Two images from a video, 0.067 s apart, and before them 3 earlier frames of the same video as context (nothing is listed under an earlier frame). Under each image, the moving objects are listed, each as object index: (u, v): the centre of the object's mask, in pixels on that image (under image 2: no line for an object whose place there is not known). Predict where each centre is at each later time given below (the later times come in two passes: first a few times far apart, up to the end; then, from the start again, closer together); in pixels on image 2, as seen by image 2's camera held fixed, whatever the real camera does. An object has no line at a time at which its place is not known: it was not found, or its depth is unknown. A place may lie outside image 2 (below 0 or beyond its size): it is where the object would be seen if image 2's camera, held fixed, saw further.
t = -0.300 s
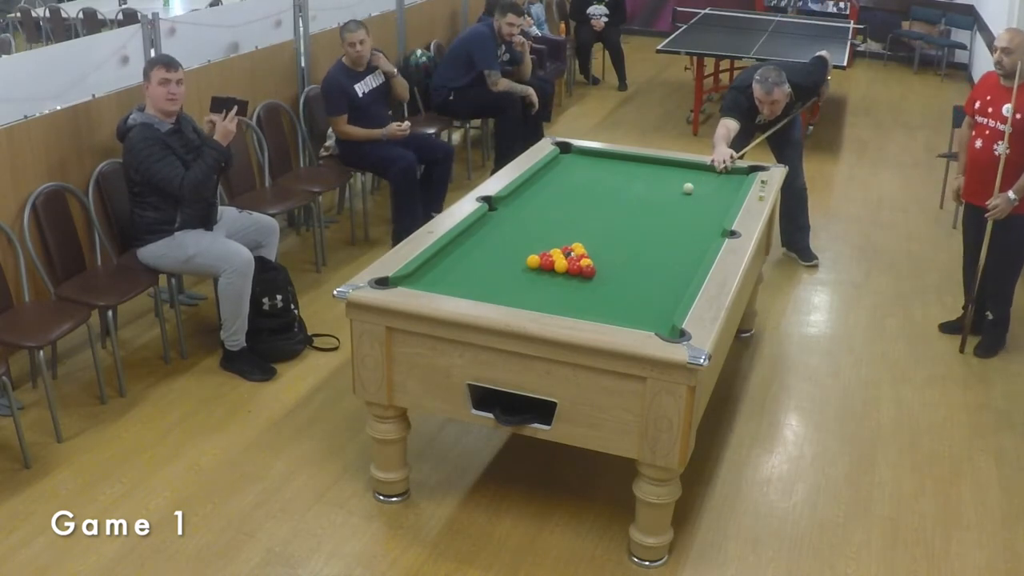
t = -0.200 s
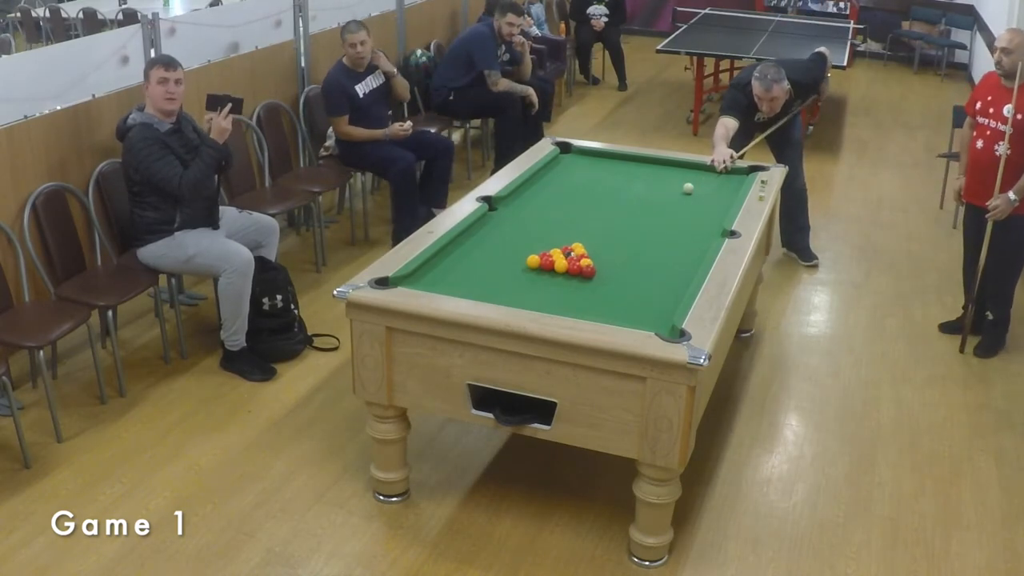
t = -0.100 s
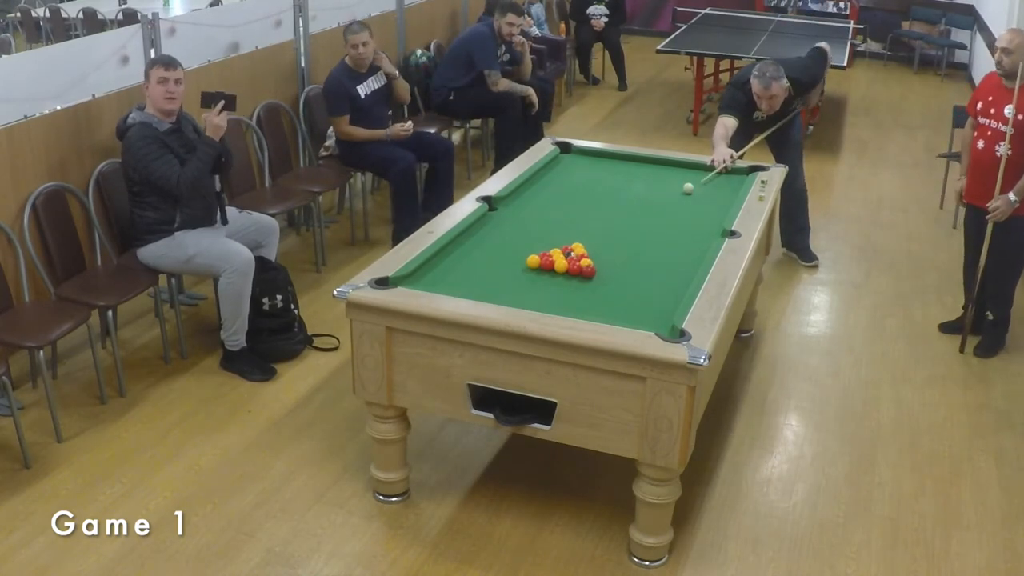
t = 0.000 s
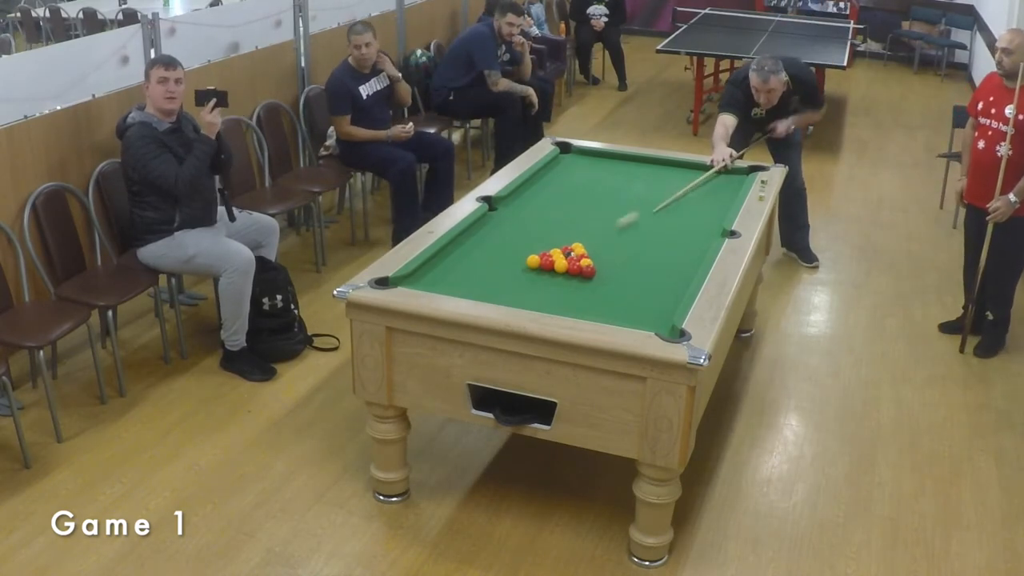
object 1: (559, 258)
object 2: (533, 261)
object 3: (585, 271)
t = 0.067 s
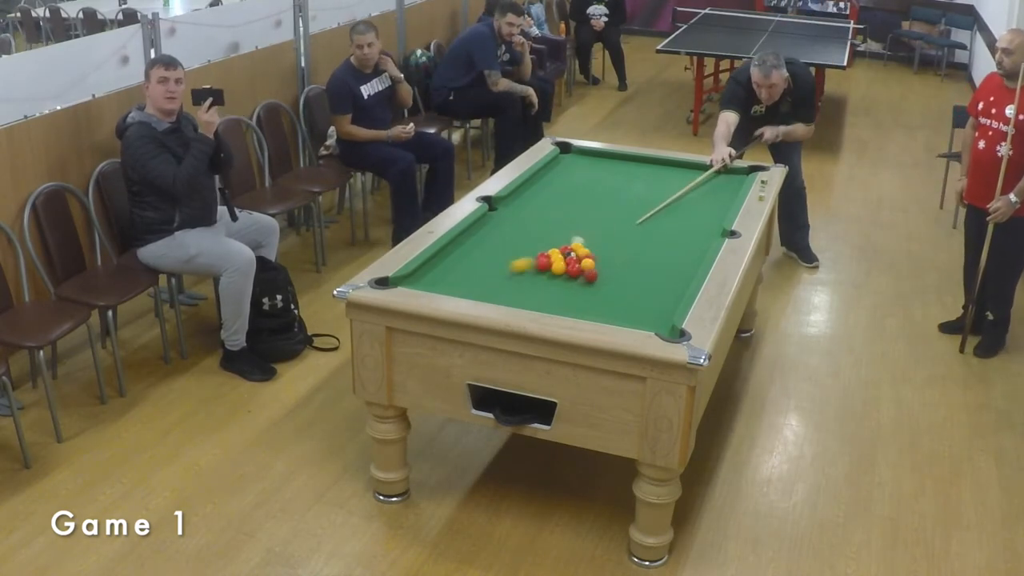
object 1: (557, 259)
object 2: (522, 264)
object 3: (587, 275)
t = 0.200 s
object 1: (549, 262)
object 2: (438, 280)
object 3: (608, 310)
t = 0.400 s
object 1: (539, 263)
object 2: (474, 243)
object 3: (658, 300)
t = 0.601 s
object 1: (529, 265)
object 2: (533, 220)
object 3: (676, 278)
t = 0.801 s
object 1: (520, 266)
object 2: (585, 200)
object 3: (669, 255)
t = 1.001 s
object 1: (512, 267)
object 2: (630, 182)
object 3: (662, 236)
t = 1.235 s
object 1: (503, 269)
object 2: (676, 164)
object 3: (656, 216)
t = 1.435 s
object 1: (497, 270)
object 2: (701, 182)
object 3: (651, 200)
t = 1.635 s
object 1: (491, 271)
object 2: (727, 200)
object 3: (646, 187)
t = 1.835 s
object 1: (487, 272)
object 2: (698, 211)
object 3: (642, 175)
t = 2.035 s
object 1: (483, 272)
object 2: (664, 221)
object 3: (638, 163)
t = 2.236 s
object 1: (481, 273)
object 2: (643, 230)
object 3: (623, 161)
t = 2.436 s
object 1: (479, 273)
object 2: (635, 237)
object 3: (602, 166)
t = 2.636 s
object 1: (479, 273)
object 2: (626, 244)
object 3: (580, 170)
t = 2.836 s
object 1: (479, 273)
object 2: (618, 252)
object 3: (559, 175)
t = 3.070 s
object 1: (479, 274)
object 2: (608, 261)
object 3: (533, 180)
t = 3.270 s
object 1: (479, 273)
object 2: (599, 268)
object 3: (533, 186)
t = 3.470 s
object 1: (479, 273)
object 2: (591, 275)
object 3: (536, 193)
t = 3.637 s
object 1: (479, 273)
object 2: (583, 281)
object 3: (537, 198)
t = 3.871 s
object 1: (479, 273)
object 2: (573, 289)
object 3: (535, 206)
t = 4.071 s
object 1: (479, 273)
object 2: (565, 296)
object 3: (533, 211)
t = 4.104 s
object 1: (479, 273)
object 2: (564, 297)
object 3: (533, 213)
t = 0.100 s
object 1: (555, 260)
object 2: (495, 272)
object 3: (595, 284)
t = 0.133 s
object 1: (553, 261)
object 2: (469, 280)
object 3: (599, 292)
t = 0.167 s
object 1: (551, 262)
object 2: (443, 285)
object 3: (604, 301)
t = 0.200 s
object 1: (549, 262)
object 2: (438, 280)
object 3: (608, 310)
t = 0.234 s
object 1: (547, 262)
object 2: (438, 271)
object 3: (613, 316)
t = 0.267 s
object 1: (546, 262)
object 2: (438, 263)
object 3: (622, 315)
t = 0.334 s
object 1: (542, 263)
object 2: (451, 251)
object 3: (641, 307)
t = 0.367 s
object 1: (540, 263)
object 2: (462, 247)
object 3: (649, 304)
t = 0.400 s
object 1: (539, 263)
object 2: (474, 243)
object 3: (658, 300)
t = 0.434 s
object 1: (537, 264)
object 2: (484, 239)
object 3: (666, 297)
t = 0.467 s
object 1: (535, 264)
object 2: (494, 235)
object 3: (673, 293)
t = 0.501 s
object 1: (533, 264)
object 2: (504, 231)
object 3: (680, 290)
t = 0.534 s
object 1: (532, 264)
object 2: (514, 227)
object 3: (679, 286)
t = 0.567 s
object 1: (530, 265)
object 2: (524, 223)
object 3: (678, 282)
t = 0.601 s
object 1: (529, 265)
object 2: (533, 220)
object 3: (676, 278)
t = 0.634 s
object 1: (527, 265)
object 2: (542, 216)
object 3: (675, 274)
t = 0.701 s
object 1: (524, 265)
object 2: (560, 210)
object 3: (673, 266)
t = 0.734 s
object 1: (523, 266)
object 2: (568, 206)
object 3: (671, 262)
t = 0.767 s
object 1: (521, 266)
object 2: (577, 203)
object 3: (670, 259)
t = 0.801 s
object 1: (520, 266)
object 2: (585, 200)
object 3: (669, 255)
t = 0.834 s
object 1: (519, 266)
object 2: (593, 197)
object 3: (668, 251)
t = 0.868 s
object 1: (517, 267)
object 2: (601, 194)
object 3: (667, 249)
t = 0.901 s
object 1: (516, 267)
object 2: (608, 191)
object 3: (666, 245)
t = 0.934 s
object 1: (514, 267)
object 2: (616, 188)
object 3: (665, 242)
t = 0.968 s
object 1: (513, 267)
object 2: (623, 185)
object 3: (664, 239)
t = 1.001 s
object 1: (512, 267)
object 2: (630, 182)
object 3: (662, 236)
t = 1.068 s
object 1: (509, 268)
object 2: (644, 177)
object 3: (661, 230)
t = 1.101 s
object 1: (508, 268)
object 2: (651, 174)
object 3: (660, 227)
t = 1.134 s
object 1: (507, 268)
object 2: (657, 172)
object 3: (659, 224)
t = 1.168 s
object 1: (505, 268)
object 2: (663, 169)
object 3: (658, 221)
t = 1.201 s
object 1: (504, 269)
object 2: (670, 167)
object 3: (657, 218)
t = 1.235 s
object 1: (503, 269)
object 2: (676, 164)
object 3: (656, 216)
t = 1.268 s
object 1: (502, 269)
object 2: (680, 164)
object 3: (655, 213)
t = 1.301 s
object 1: (501, 269)
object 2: (684, 168)
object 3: (654, 211)
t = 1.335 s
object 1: (500, 269)
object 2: (688, 172)
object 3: (653, 208)
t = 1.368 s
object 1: (499, 269)
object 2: (693, 175)
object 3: (653, 205)
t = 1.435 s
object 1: (497, 270)
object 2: (701, 182)
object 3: (651, 200)
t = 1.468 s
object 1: (496, 270)
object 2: (705, 184)
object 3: (650, 198)
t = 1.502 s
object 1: (495, 270)
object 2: (709, 187)
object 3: (649, 196)
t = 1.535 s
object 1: (494, 270)
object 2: (713, 190)
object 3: (649, 193)
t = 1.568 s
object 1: (493, 271)
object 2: (718, 193)
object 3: (648, 191)
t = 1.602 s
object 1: (492, 271)
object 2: (723, 197)
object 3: (647, 189)
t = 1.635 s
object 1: (491, 271)
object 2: (727, 200)
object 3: (646, 187)
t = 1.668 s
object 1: (490, 271)
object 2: (727, 202)
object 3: (645, 185)
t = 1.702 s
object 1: (490, 271)
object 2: (721, 204)
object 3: (644, 183)
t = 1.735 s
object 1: (489, 271)
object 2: (715, 205)
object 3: (644, 180)
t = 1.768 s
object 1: (488, 271)
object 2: (710, 207)
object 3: (643, 178)
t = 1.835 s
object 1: (487, 272)
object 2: (698, 211)
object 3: (642, 175)
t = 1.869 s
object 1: (486, 272)
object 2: (693, 212)
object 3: (641, 172)
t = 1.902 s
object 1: (486, 272)
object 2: (687, 214)
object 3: (640, 171)
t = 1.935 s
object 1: (485, 272)
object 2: (681, 215)
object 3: (639, 169)
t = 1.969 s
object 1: (484, 272)
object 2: (676, 217)
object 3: (639, 166)
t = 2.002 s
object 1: (484, 272)
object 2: (670, 219)
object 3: (638, 165)
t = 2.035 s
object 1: (483, 272)
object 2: (664, 221)
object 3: (638, 163)
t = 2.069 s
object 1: (483, 272)
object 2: (658, 222)
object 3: (637, 161)
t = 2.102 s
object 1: (482, 272)
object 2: (652, 224)
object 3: (635, 159)
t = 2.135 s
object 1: (482, 272)
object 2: (646, 226)
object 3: (634, 159)
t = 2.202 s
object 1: (481, 273)
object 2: (644, 228)
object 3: (627, 160)
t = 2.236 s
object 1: (481, 273)
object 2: (643, 230)
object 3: (623, 161)
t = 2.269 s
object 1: (480, 273)
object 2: (642, 231)
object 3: (620, 162)
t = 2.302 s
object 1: (480, 273)
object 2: (640, 232)
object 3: (616, 162)
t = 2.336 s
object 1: (480, 273)
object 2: (639, 233)
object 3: (613, 163)
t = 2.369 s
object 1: (480, 273)
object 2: (638, 234)
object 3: (609, 164)
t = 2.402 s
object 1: (479, 273)
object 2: (636, 236)
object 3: (605, 165)
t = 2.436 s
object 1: (479, 273)
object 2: (635, 237)
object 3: (602, 166)
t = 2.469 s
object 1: (479, 273)
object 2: (634, 238)
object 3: (598, 167)
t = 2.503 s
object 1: (479, 273)
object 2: (632, 239)
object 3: (595, 168)
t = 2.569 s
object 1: (479, 273)
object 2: (629, 242)
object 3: (588, 169)
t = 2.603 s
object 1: (479, 273)
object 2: (628, 243)
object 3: (584, 170)
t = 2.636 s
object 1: (479, 273)
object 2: (626, 244)
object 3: (580, 170)
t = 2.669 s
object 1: (479, 273)
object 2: (625, 246)
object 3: (577, 171)
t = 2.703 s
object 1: (479, 273)
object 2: (624, 247)
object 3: (573, 172)
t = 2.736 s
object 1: (479, 273)
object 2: (622, 248)
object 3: (570, 172)
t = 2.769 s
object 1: (479, 273)
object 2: (621, 250)
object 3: (567, 173)
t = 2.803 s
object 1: (479, 273)
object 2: (619, 251)
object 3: (563, 174)
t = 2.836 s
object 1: (479, 273)
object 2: (618, 252)
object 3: (559, 175)
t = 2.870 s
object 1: (479, 274)
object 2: (616, 253)
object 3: (555, 176)
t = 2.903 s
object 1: (479, 273)
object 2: (615, 254)
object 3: (552, 176)
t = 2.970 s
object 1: (479, 273)
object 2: (612, 257)
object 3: (544, 178)
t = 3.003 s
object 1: (479, 273)
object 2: (611, 258)
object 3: (542, 178)
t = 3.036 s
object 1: (479, 273)
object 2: (609, 259)
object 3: (537, 179)
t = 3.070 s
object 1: (479, 274)
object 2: (608, 261)
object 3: (533, 180)
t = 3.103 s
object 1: (479, 273)
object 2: (606, 262)
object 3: (531, 181)
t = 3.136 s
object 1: (479, 274)
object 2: (605, 263)
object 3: (531, 182)
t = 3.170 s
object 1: (479, 273)
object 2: (603, 264)
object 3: (532, 183)
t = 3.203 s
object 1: (479, 273)
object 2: (602, 266)
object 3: (532, 184)
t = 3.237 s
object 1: (479, 274)
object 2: (601, 267)
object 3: (533, 185)
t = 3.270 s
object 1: (479, 273)
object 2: (599, 268)
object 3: (533, 186)
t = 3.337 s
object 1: (479, 273)
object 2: (596, 270)
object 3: (534, 188)
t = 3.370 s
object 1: (479, 273)
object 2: (595, 272)
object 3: (534, 189)
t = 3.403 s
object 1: (479, 273)
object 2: (593, 273)
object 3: (535, 190)
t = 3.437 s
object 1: (479, 273)
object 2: (592, 274)
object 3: (535, 192)
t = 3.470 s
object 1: (479, 273)
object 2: (591, 275)
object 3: (536, 193)
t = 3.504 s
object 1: (479, 273)
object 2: (589, 277)
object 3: (536, 194)
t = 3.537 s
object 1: (479, 273)
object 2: (588, 277)
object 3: (536, 195)
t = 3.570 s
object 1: (479, 273)
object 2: (586, 279)
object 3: (537, 196)
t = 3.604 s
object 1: (479, 273)
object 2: (585, 280)
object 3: (537, 197)
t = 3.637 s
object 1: (479, 273)
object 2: (583, 281)
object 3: (537, 198)
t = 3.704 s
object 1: (479, 273)
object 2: (580, 283)
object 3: (536, 200)
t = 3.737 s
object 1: (479, 273)
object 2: (579, 285)
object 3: (536, 201)
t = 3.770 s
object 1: (479, 273)
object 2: (578, 286)
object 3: (536, 202)
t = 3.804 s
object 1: (479, 273)
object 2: (576, 287)
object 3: (535, 204)
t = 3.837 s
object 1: (479, 273)
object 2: (575, 288)
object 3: (535, 204)
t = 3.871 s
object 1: (479, 273)
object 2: (573, 289)
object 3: (535, 206)
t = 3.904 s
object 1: (479, 273)
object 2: (572, 290)
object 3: (535, 206)
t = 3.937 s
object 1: (479, 273)
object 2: (570, 292)
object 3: (534, 207)
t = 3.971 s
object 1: (479, 273)
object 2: (569, 293)
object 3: (534, 208)
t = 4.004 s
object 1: (479, 273)
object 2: (568, 294)
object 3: (534, 209)
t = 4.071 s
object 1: (479, 273)
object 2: (565, 296)
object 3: (533, 211)
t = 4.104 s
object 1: (479, 273)
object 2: (564, 297)
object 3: (533, 213)
